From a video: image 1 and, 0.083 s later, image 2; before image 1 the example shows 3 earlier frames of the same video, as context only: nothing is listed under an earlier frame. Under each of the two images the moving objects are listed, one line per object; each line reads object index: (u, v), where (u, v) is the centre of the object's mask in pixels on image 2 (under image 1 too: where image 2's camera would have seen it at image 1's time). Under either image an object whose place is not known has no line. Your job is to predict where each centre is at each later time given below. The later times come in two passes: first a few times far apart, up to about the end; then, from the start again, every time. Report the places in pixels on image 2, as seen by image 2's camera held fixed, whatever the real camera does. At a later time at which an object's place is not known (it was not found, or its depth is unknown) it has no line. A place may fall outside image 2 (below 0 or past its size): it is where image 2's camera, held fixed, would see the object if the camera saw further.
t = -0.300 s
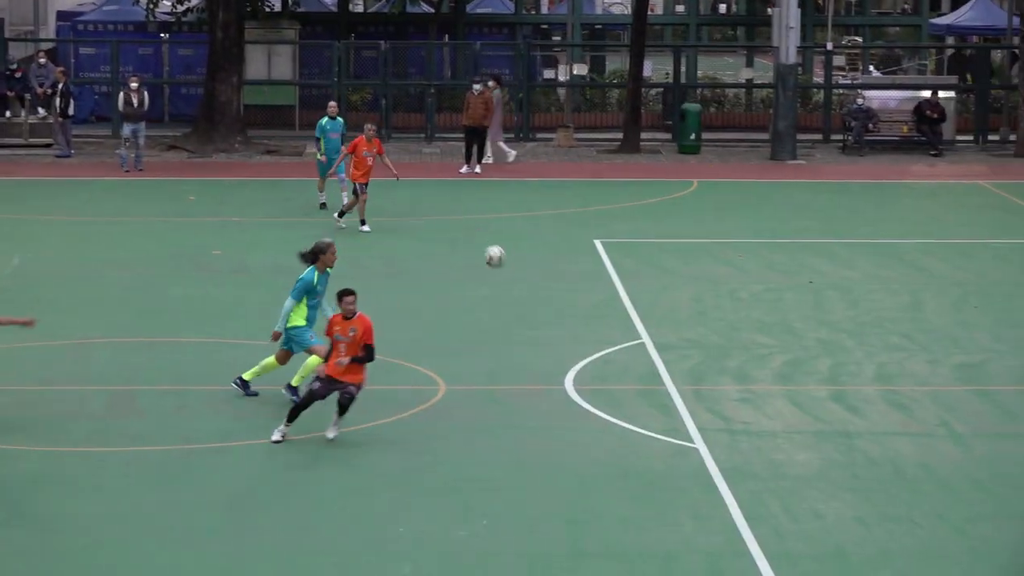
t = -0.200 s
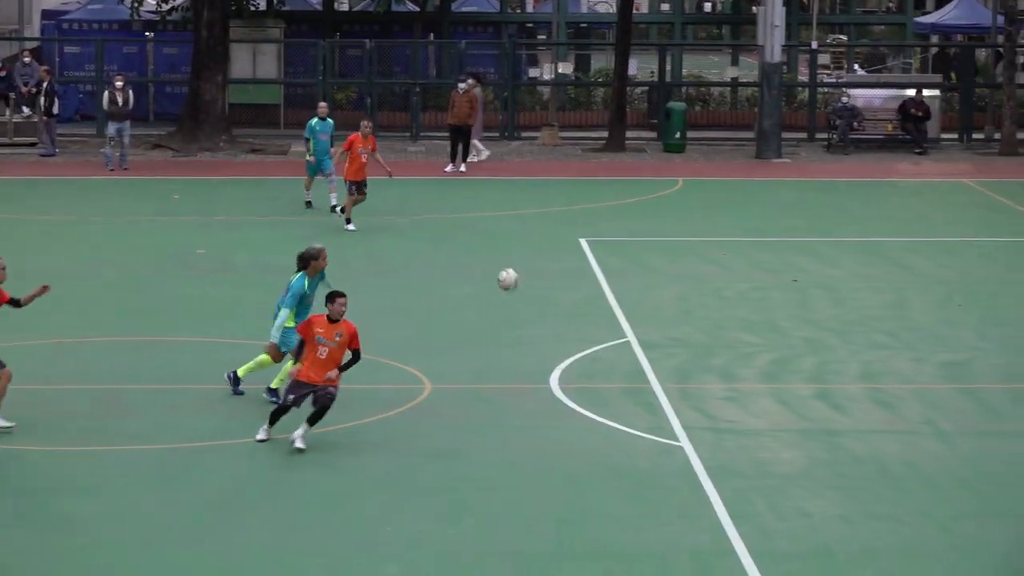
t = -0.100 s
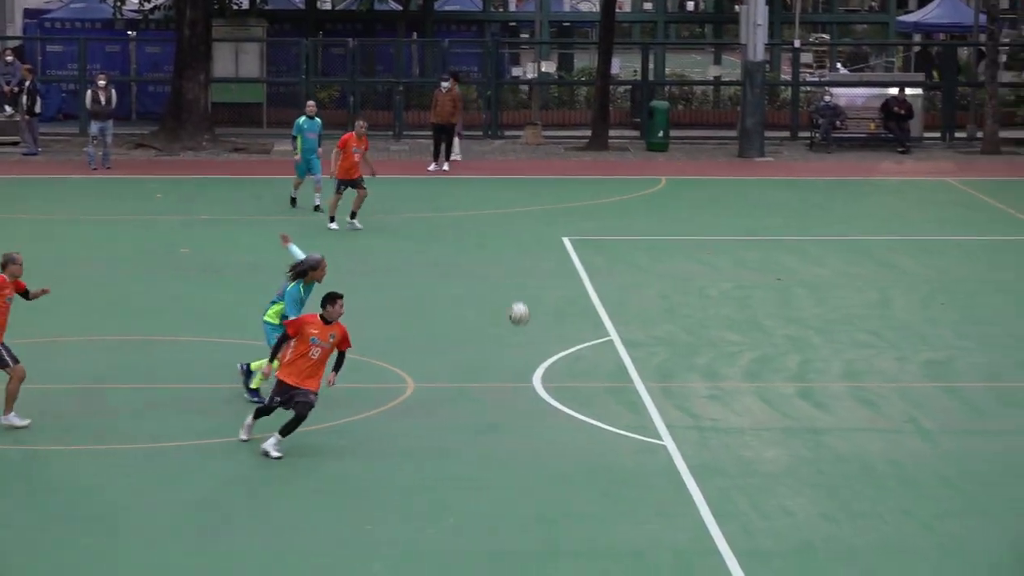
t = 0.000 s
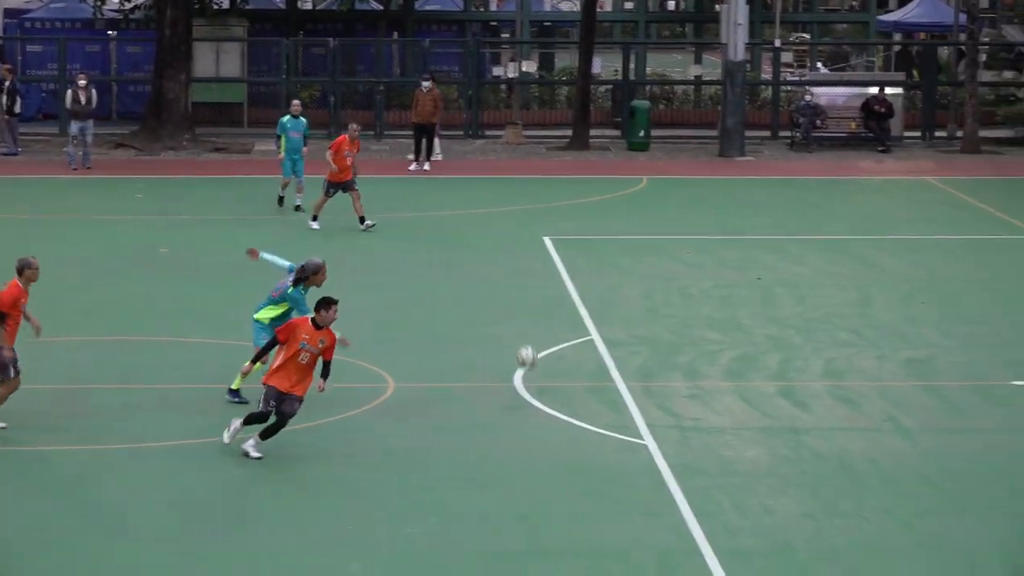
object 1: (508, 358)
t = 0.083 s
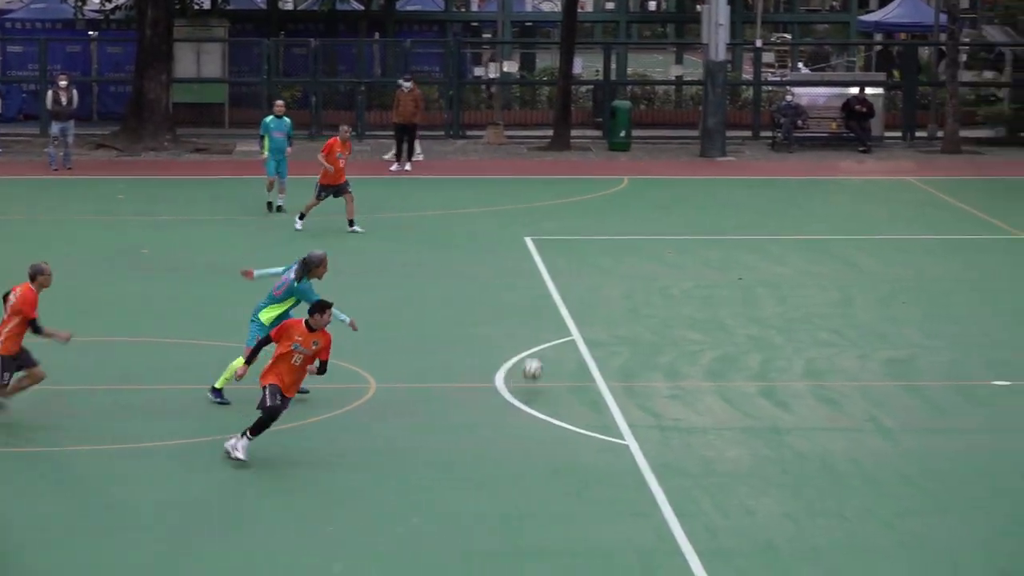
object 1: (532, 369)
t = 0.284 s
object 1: (589, 307)
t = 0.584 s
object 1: (675, 287)
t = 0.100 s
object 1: (537, 362)
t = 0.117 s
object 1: (542, 356)
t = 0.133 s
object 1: (545, 350)
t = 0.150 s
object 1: (551, 343)
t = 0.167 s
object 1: (556, 337)
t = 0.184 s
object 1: (561, 333)
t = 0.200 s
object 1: (566, 328)
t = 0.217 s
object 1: (571, 323)
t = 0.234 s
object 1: (575, 318)
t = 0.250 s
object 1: (580, 315)
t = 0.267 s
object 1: (585, 310)
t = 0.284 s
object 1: (589, 307)
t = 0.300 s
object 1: (594, 303)
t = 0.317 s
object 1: (599, 300)
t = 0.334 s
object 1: (604, 297)
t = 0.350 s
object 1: (609, 295)
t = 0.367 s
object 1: (613, 292)
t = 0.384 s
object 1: (618, 290)
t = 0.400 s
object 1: (623, 289)
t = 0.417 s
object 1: (628, 287)
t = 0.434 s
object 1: (633, 286)
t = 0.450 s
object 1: (637, 285)
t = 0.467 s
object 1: (642, 284)
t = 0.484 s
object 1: (647, 284)
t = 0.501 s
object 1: (652, 283)
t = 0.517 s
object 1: (656, 284)
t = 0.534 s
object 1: (661, 284)
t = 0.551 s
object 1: (665, 285)
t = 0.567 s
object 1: (670, 286)
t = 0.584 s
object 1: (675, 287)
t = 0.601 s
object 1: (679, 288)
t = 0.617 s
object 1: (683, 291)
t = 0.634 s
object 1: (688, 292)
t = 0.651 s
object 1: (692, 295)
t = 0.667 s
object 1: (697, 297)
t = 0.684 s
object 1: (701, 300)
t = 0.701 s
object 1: (706, 303)
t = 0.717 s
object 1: (710, 307)
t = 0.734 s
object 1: (715, 311)
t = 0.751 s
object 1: (719, 315)
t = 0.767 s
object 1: (724, 319)
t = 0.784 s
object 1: (728, 323)
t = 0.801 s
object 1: (733, 328)
